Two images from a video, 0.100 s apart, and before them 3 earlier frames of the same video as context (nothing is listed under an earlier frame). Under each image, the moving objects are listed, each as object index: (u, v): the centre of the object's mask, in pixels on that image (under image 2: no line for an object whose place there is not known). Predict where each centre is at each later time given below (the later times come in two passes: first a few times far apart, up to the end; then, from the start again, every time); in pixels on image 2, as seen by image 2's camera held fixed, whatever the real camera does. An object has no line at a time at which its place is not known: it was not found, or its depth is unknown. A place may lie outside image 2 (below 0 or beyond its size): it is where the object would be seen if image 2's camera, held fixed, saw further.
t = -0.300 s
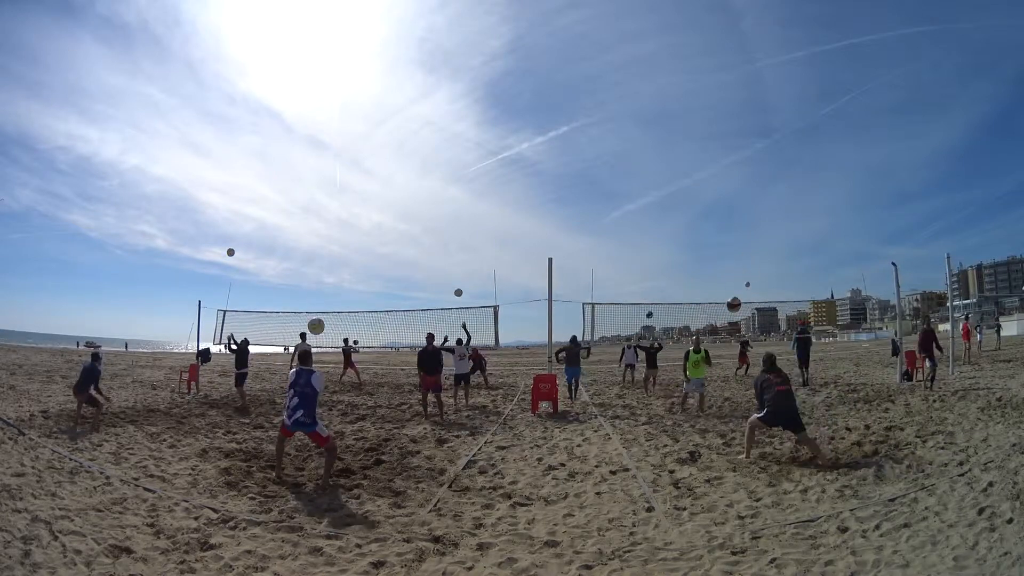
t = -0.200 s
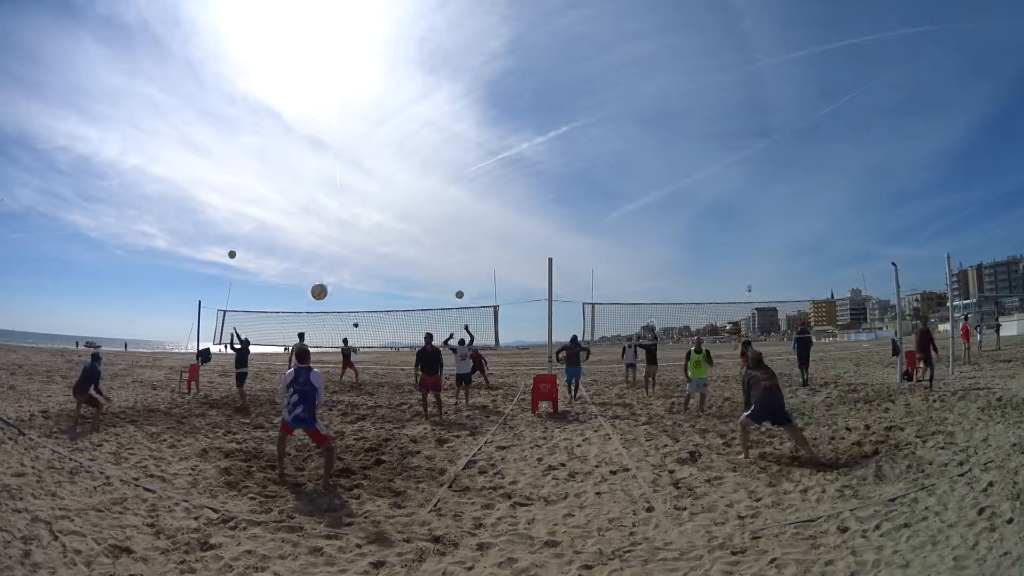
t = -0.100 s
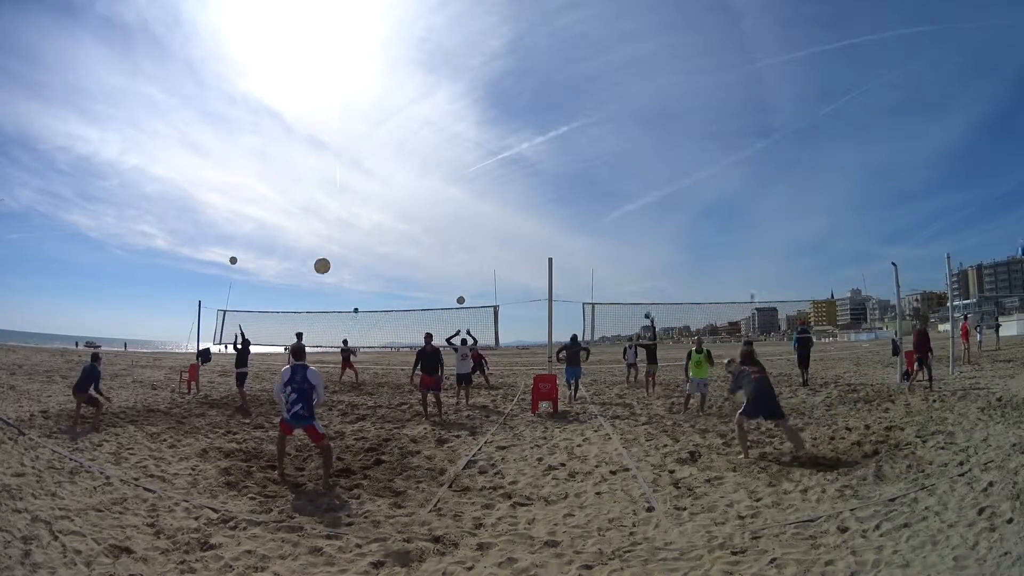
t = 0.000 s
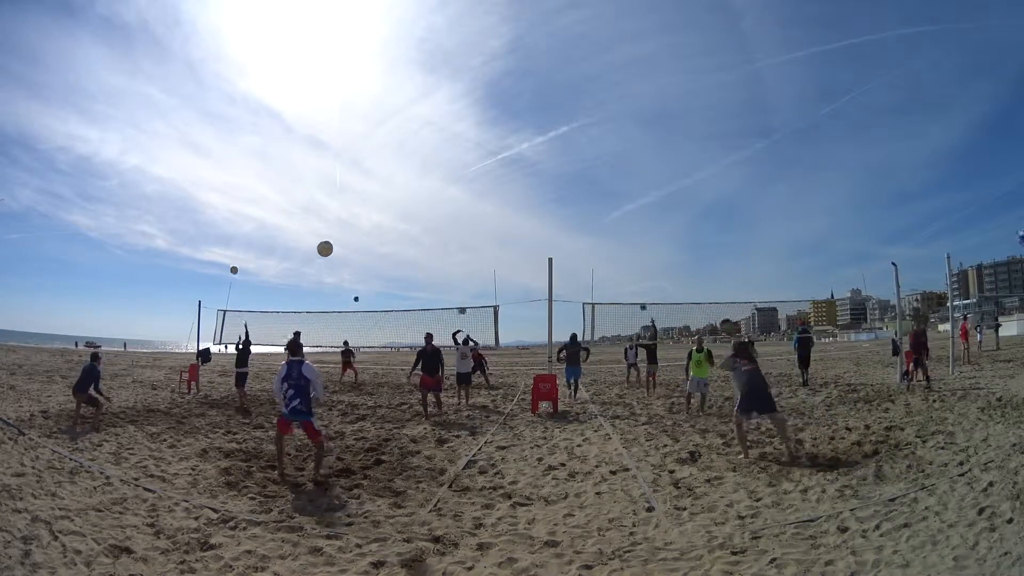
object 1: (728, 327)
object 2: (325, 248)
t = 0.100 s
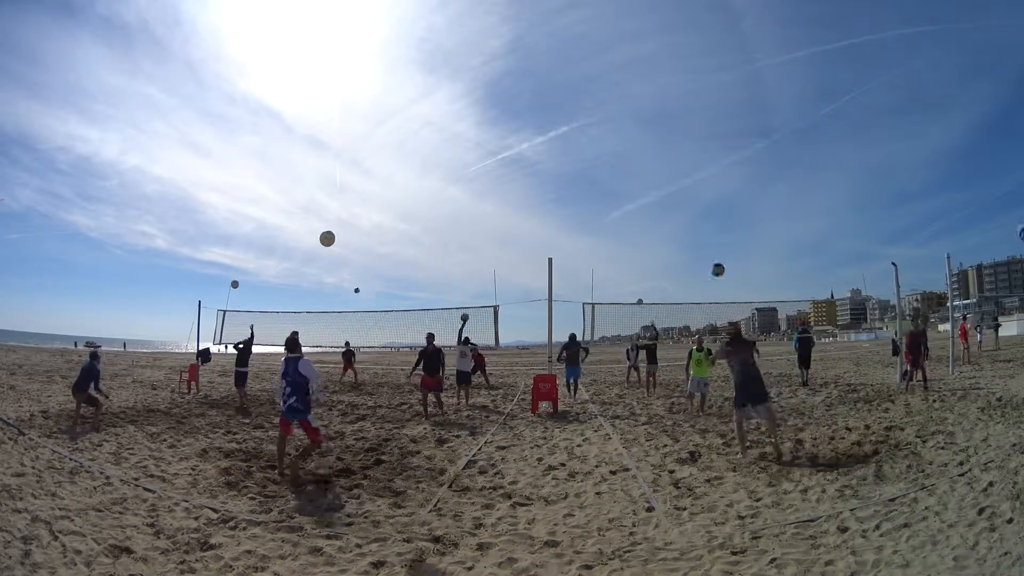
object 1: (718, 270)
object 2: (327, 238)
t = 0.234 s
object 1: (708, 213)
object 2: (330, 236)
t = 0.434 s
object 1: (697, 162)
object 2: (332, 255)
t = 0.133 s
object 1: (715, 254)
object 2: (328, 237)
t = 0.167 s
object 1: (713, 239)
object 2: (328, 236)
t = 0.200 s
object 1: (710, 226)
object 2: (329, 236)
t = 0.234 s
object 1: (708, 213)
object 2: (330, 236)
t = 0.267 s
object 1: (706, 202)
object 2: (330, 237)
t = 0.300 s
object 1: (704, 192)
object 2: (331, 239)
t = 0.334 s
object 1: (702, 183)
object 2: (331, 242)
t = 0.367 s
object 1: (700, 175)
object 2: (331, 245)
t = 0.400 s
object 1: (698, 168)
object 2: (332, 250)
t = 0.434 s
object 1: (697, 162)
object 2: (332, 255)
